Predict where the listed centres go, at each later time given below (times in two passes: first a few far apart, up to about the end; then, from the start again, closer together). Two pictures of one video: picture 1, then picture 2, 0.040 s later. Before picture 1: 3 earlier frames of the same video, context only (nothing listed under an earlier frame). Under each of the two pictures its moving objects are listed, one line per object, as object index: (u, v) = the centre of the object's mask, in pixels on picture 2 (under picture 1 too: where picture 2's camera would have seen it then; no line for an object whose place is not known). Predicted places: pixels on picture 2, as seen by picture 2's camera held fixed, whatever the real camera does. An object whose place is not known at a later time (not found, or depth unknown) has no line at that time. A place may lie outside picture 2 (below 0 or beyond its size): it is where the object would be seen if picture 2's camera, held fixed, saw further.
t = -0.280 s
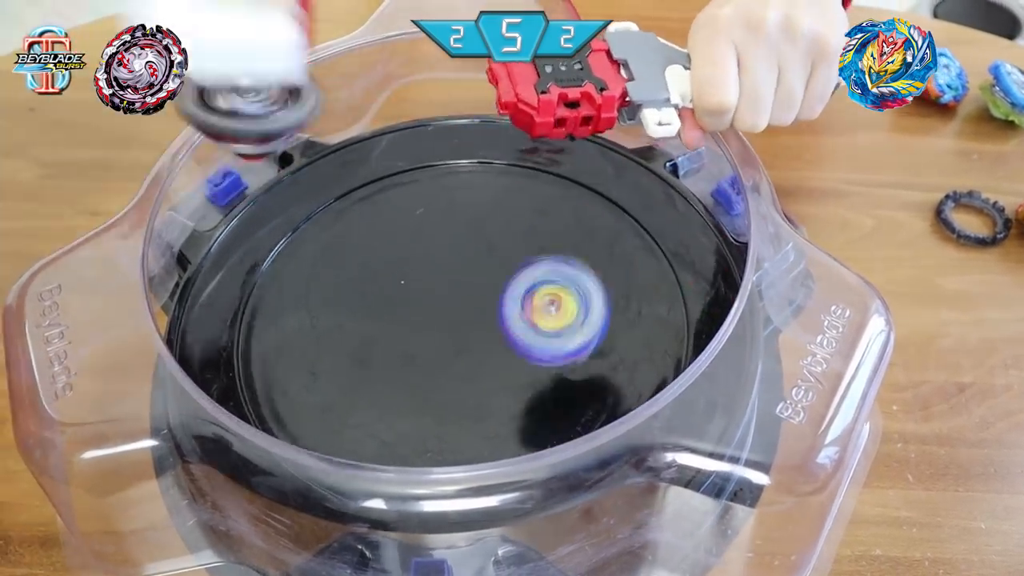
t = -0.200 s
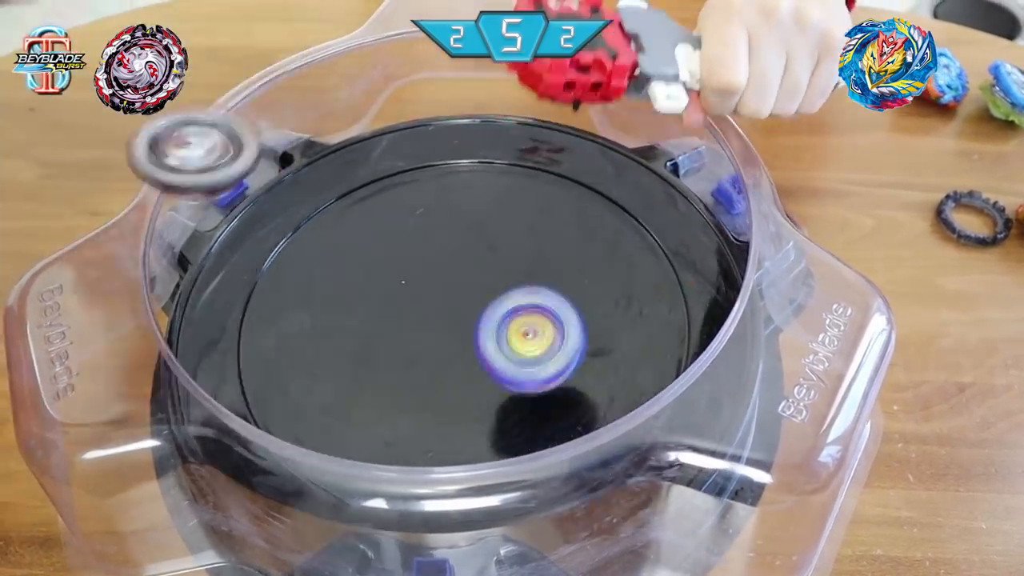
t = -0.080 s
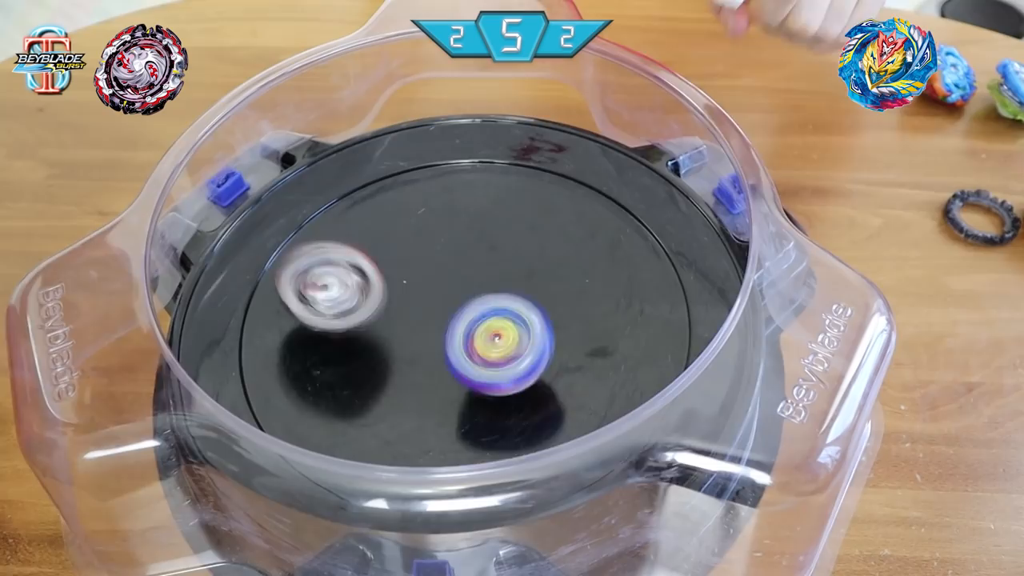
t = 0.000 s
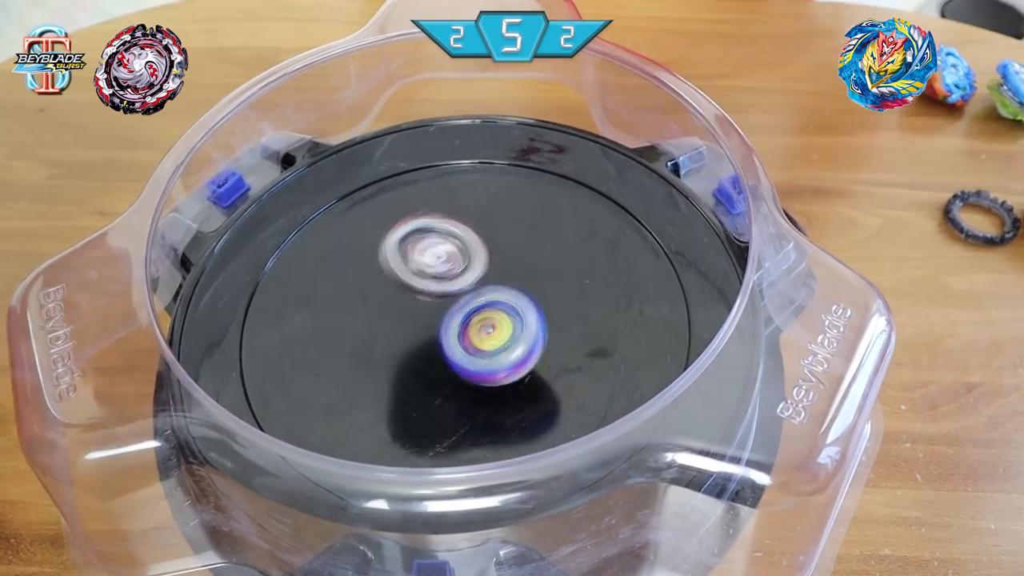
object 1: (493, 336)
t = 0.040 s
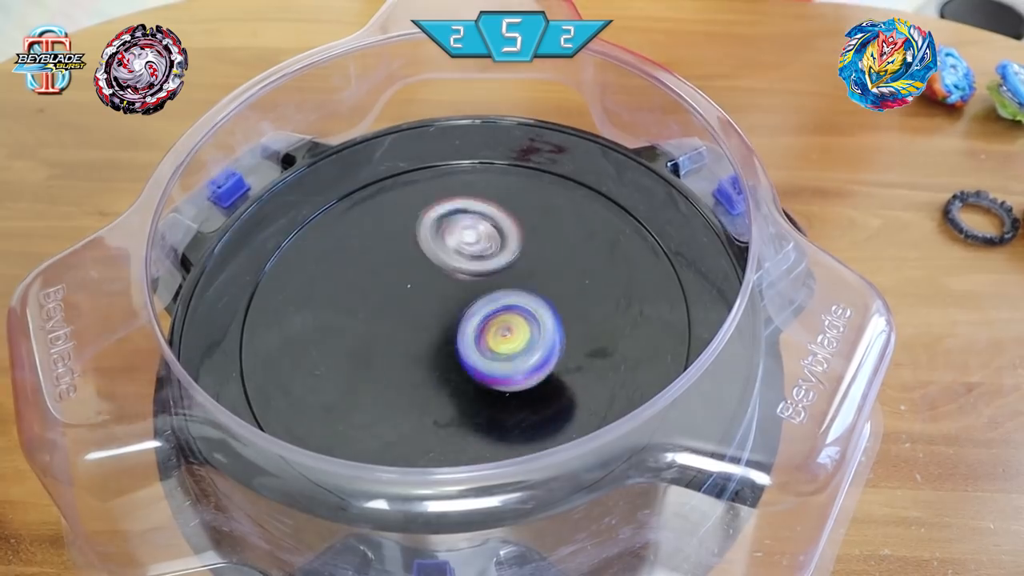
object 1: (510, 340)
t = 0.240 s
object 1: (603, 311)
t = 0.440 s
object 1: (579, 273)
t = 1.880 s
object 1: (319, 344)
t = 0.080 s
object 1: (527, 337)
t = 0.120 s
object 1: (545, 336)
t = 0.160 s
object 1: (565, 331)
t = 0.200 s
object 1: (585, 323)
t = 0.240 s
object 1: (603, 311)
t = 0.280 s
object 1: (616, 296)
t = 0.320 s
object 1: (622, 280)
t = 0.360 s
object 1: (616, 265)
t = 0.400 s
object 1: (601, 267)
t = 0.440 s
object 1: (579, 273)
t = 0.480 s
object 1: (556, 282)
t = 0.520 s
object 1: (534, 293)
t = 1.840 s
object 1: (321, 335)
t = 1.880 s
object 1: (319, 344)
